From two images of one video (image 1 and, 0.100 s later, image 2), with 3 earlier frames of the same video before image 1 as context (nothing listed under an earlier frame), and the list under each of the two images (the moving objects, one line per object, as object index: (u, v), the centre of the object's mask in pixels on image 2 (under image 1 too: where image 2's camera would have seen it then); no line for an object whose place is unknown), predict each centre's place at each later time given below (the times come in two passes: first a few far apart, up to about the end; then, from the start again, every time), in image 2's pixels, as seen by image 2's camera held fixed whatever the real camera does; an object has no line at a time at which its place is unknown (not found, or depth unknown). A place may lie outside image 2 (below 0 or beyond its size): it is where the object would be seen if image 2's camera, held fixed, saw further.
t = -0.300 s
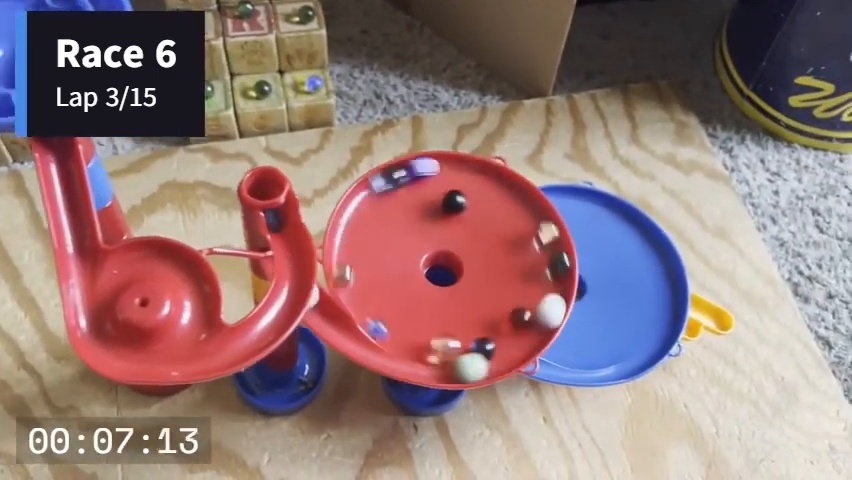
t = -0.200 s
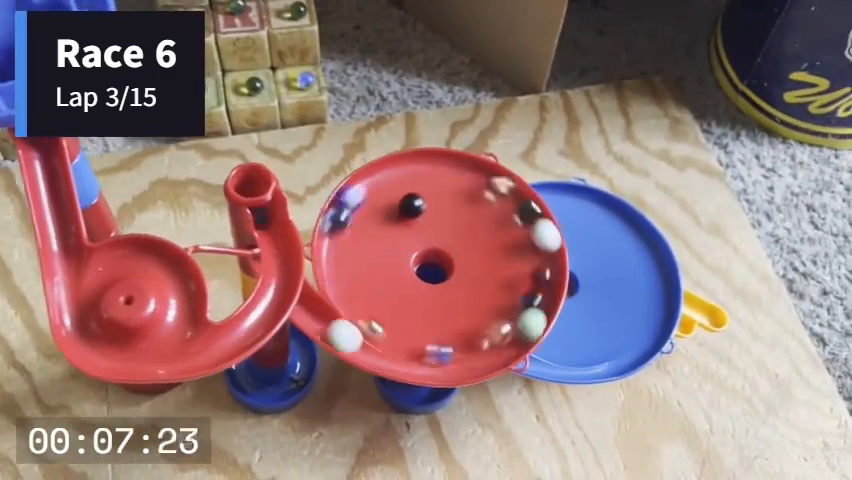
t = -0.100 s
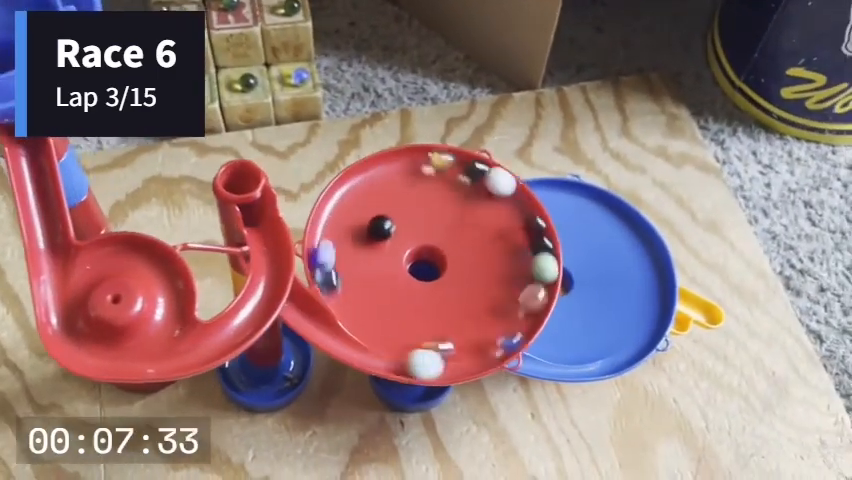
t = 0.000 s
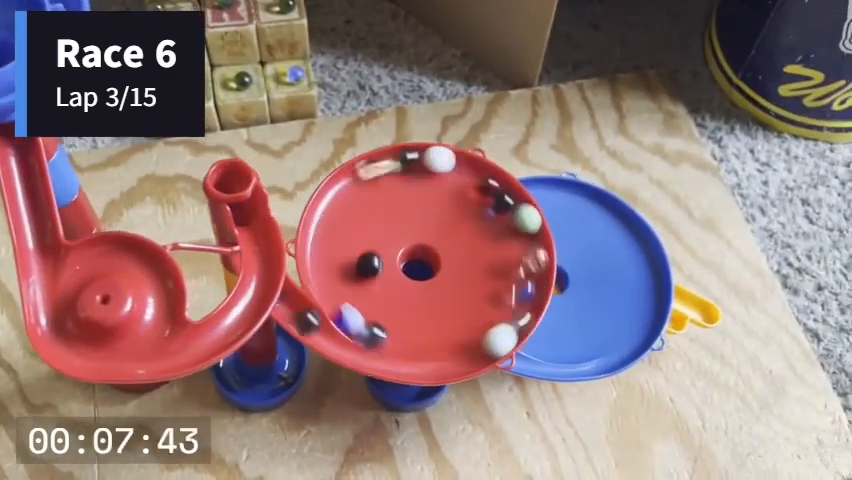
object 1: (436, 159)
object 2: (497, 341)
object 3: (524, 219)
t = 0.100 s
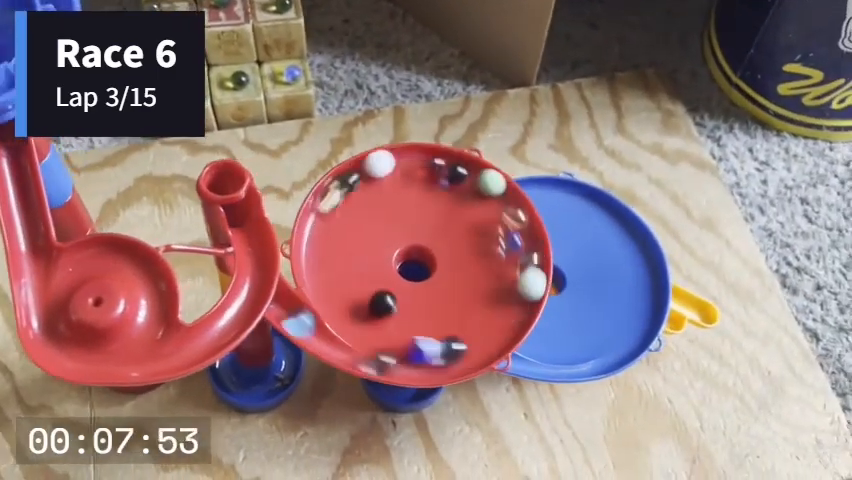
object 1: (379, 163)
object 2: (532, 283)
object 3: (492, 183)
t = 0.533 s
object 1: (400, 347)
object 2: (385, 168)
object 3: (318, 244)
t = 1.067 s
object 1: (477, 182)
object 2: (435, 348)
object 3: (530, 291)
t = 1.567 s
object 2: (483, 184)
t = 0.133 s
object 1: (362, 172)
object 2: (534, 265)
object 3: (477, 174)
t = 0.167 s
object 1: (347, 182)
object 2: (533, 247)
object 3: (462, 169)
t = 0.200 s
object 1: (333, 194)
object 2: (528, 231)
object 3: (447, 165)
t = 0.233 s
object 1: (322, 209)
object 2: (520, 215)
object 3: (430, 164)
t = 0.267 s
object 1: (314, 225)
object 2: (509, 200)
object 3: (414, 165)
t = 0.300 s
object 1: (311, 242)
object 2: (498, 188)
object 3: (398, 169)
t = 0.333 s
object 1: (311, 261)
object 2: (484, 178)
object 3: (383, 174)
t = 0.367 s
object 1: (316, 280)
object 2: (469, 170)
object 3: (368, 182)
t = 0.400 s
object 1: (325, 298)
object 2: (452, 165)
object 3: (355, 191)
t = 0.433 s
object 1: (338, 315)
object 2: (436, 162)
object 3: (343, 202)
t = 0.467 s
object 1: (355, 330)
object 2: (419, 162)
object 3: (332, 215)
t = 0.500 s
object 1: (376, 341)
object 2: (402, 164)
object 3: (324, 229)
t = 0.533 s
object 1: (400, 347)
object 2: (385, 168)
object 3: (318, 244)
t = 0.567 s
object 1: (424, 349)
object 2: (370, 175)
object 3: (315, 260)
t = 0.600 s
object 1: (449, 349)
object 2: (356, 183)
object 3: (315, 277)
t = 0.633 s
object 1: (473, 346)
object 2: (344, 194)
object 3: (321, 292)
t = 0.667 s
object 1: (495, 340)
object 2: (334, 206)
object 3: (333, 307)
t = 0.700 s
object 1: (509, 328)
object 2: (325, 220)
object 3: (347, 320)
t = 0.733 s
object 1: (519, 315)
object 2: (319, 236)
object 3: (365, 330)
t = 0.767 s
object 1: (527, 300)
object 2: (317, 251)
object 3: (384, 339)
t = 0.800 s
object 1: (530, 284)
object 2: (316, 268)
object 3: (406, 344)
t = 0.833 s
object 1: (530, 268)
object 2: (319, 285)
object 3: (427, 347)
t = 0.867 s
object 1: (529, 253)
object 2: (326, 301)
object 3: (449, 346)
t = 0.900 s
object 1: (525, 238)
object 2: (338, 315)
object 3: (470, 343)
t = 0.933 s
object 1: (519, 225)
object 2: (353, 327)
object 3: (491, 337)
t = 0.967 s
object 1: (511, 212)
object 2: (371, 337)
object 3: (509, 330)
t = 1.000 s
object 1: (501, 200)
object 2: (392, 344)
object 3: (518, 318)
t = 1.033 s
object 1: (490, 191)
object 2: (414, 348)
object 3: (525, 305)
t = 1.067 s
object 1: (477, 182)
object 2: (435, 348)
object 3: (530, 291)
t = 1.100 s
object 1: (464, 177)
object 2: (457, 346)
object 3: (532, 276)
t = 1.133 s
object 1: (449, 172)
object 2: (477, 342)
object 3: (532, 262)
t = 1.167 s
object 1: (435, 170)
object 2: (494, 337)
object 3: (529, 248)
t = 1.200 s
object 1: (420, 170)
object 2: (508, 330)
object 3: (524, 234)
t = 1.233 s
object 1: (405, 172)
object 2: (516, 320)
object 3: (516, 221)
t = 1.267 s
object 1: (390, 176)
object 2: (524, 306)
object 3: (507, 210)
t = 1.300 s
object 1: (376, 182)
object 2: (529, 291)
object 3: (496, 199)
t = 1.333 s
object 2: (531, 274)
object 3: (484, 191)
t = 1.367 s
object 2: (530, 259)
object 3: (471, 183)
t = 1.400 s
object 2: (527, 244)
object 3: (457, 178)
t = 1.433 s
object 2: (522, 229)
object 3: (443, 175)
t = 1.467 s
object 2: (514, 216)
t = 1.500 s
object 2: (506, 204)
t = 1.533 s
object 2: (495, 194)
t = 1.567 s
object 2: (483, 184)
